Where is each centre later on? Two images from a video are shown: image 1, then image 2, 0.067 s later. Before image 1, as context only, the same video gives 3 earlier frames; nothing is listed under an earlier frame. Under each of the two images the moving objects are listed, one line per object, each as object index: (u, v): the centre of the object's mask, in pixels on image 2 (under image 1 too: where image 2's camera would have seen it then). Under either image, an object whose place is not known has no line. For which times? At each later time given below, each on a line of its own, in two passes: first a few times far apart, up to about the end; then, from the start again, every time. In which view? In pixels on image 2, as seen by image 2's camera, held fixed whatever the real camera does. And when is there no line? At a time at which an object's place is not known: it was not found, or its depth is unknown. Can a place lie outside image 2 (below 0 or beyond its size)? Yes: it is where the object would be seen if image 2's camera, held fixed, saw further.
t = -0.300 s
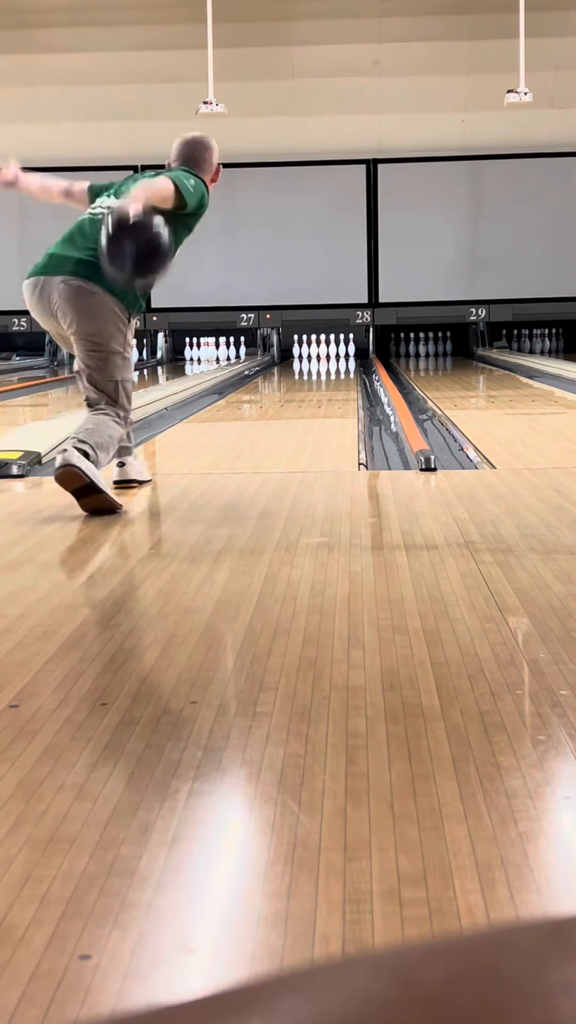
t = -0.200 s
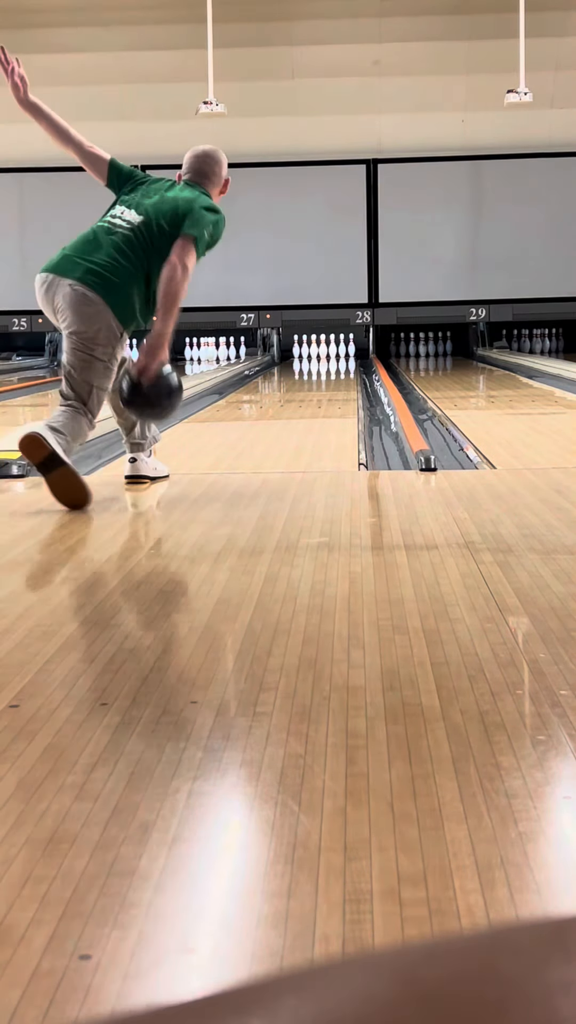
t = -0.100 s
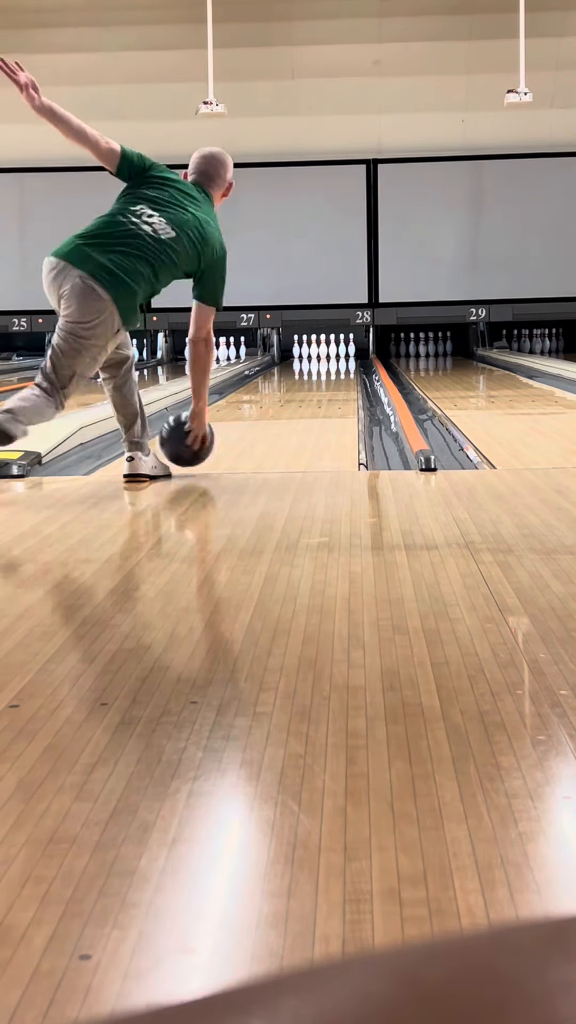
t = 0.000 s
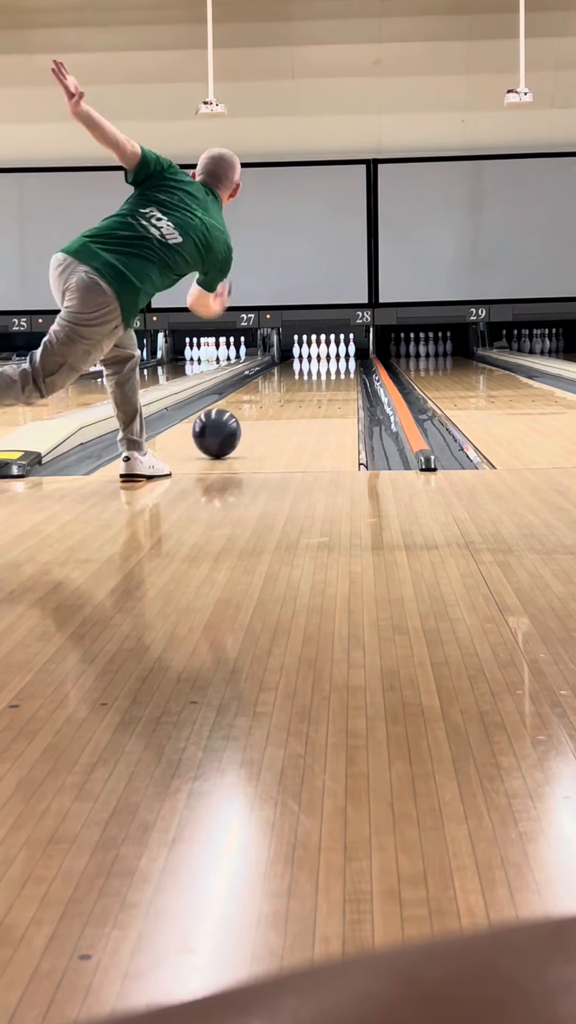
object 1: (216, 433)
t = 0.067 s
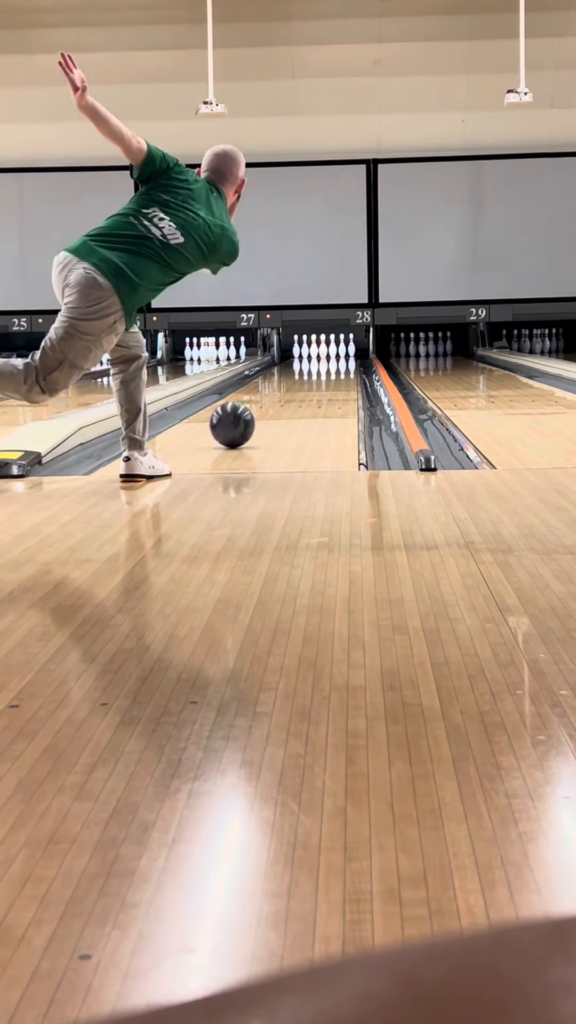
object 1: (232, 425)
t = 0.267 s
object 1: (268, 405)
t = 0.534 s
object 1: (299, 390)
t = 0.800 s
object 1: (318, 379)
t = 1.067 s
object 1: (331, 371)
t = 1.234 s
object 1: (337, 367)
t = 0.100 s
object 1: (239, 421)
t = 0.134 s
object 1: (246, 417)
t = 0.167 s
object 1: (252, 414)
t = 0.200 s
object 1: (257, 411)
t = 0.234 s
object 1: (263, 408)
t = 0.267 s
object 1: (268, 405)
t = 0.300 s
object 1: (272, 403)
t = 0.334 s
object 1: (277, 401)
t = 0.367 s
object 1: (281, 399)
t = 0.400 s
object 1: (285, 397)
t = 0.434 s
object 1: (289, 395)
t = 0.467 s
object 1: (292, 393)
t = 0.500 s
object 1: (295, 392)
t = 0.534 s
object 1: (299, 390)
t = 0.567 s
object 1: (301, 389)
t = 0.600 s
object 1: (305, 388)
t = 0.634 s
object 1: (307, 386)
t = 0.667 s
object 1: (310, 384)
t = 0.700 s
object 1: (312, 383)
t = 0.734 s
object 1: (314, 382)
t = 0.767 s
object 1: (316, 380)
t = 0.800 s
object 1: (318, 379)
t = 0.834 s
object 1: (320, 377)
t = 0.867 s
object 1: (322, 377)
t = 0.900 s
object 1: (324, 376)
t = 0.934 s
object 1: (325, 375)
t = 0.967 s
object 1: (328, 374)
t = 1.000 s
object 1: (329, 373)
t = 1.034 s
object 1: (330, 372)
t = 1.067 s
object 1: (331, 371)
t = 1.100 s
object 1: (333, 370)
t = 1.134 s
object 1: (334, 369)
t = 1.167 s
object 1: (336, 368)
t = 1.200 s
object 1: (337, 367)
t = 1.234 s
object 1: (337, 367)
